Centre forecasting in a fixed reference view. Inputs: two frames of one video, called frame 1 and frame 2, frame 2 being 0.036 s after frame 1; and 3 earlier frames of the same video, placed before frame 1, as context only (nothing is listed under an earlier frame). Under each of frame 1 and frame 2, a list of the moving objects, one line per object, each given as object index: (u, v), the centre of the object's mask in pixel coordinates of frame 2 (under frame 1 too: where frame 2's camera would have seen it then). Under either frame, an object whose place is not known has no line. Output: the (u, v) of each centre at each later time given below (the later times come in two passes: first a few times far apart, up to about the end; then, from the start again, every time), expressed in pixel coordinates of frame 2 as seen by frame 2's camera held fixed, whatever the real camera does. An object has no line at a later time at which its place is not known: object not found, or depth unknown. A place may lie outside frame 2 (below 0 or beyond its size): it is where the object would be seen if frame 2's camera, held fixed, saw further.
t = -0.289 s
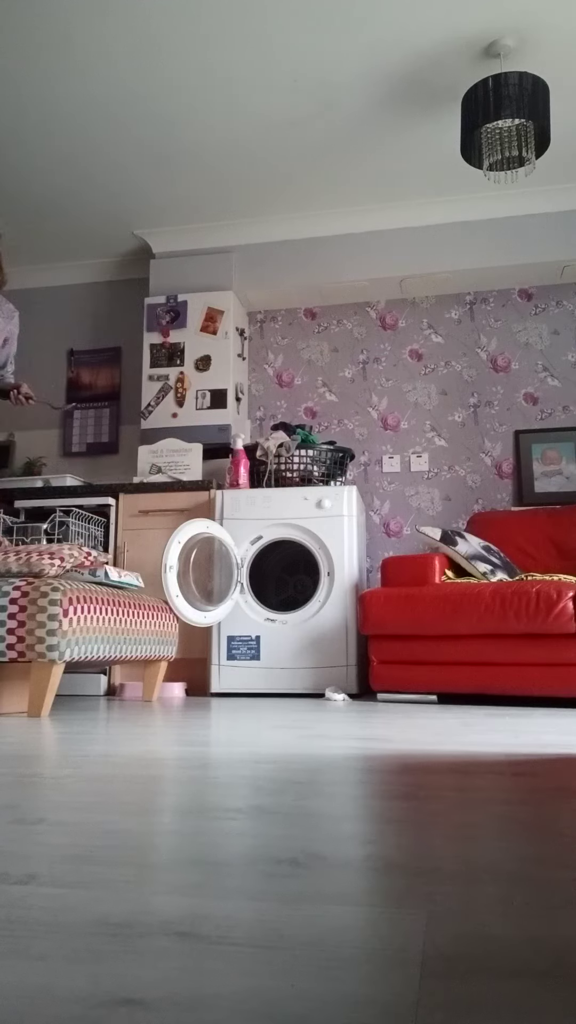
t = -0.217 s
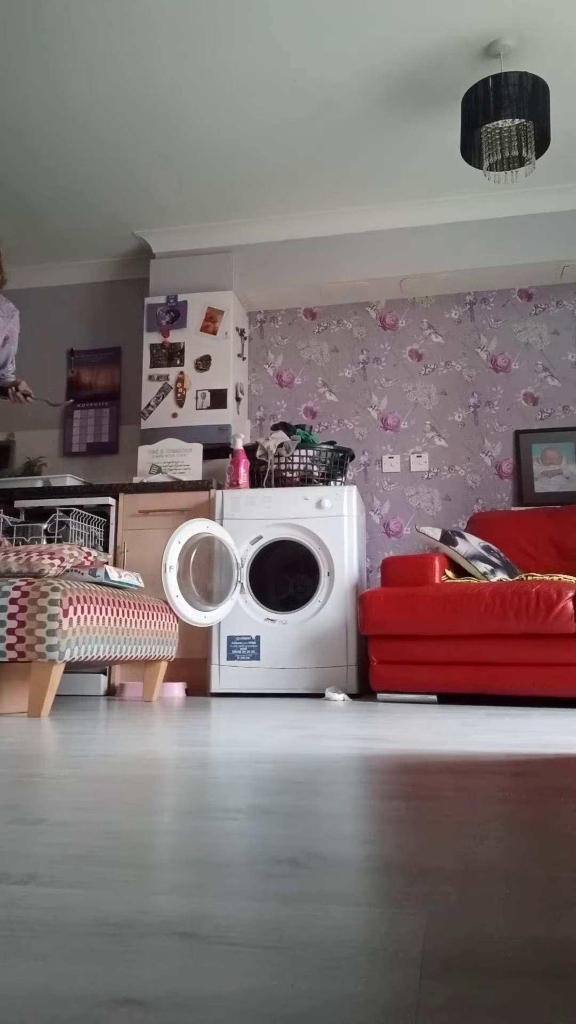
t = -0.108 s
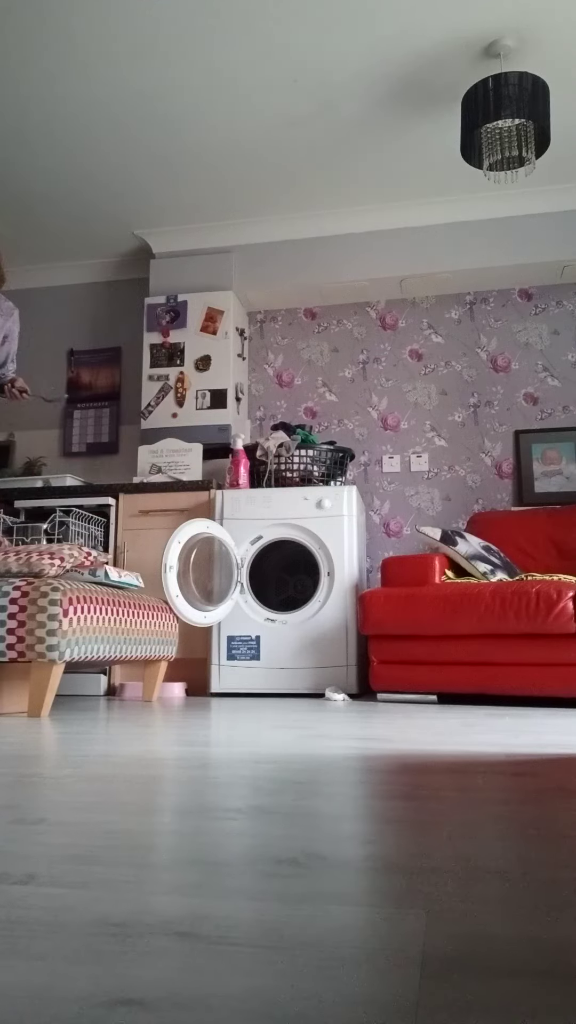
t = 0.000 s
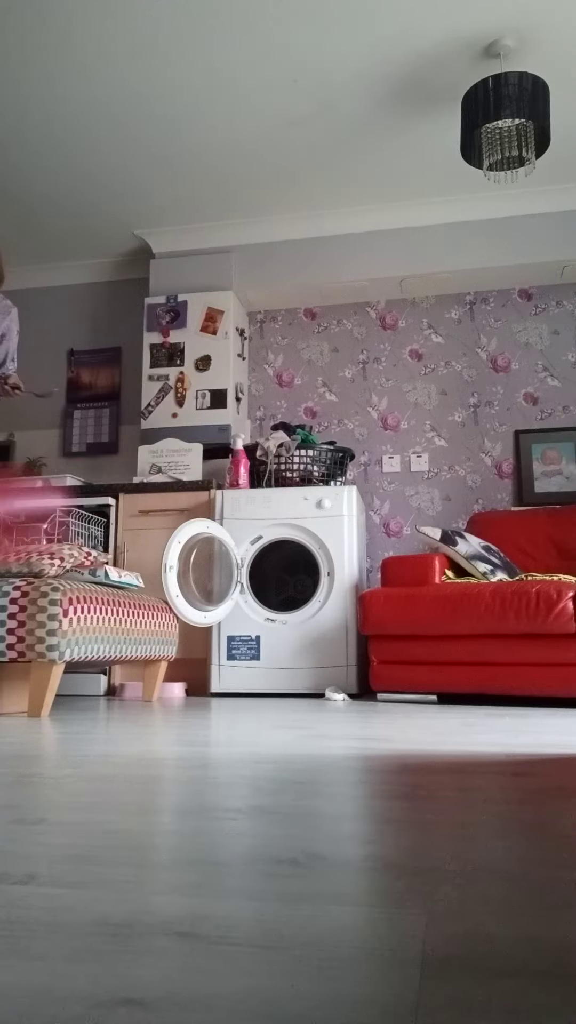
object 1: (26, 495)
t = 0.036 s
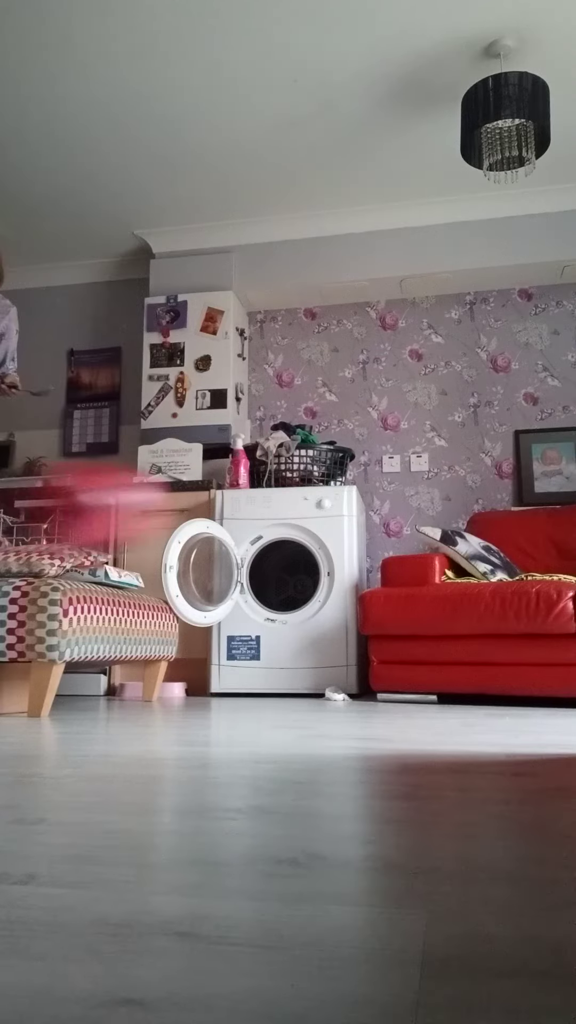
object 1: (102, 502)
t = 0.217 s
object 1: (399, 551)
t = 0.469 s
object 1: (466, 539)
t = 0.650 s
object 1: (455, 597)
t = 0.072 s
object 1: (185, 502)
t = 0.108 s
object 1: (258, 511)
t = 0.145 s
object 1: (308, 522)
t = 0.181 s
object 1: (364, 535)
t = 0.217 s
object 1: (399, 551)
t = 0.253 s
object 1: (425, 566)
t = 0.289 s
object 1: (460, 584)
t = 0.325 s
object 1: (473, 570)
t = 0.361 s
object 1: (472, 556)
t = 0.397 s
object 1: (470, 548)
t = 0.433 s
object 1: (468, 542)
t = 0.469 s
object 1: (466, 539)
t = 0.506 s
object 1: (465, 539)
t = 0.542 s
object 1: (463, 543)
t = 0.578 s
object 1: (460, 554)
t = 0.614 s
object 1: (458, 571)
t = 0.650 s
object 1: (455, 597)
